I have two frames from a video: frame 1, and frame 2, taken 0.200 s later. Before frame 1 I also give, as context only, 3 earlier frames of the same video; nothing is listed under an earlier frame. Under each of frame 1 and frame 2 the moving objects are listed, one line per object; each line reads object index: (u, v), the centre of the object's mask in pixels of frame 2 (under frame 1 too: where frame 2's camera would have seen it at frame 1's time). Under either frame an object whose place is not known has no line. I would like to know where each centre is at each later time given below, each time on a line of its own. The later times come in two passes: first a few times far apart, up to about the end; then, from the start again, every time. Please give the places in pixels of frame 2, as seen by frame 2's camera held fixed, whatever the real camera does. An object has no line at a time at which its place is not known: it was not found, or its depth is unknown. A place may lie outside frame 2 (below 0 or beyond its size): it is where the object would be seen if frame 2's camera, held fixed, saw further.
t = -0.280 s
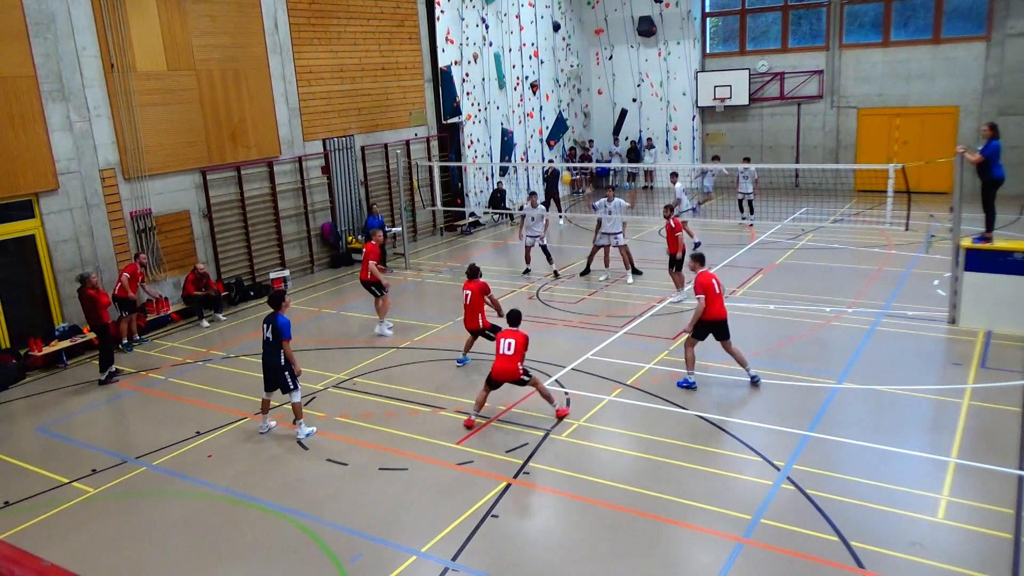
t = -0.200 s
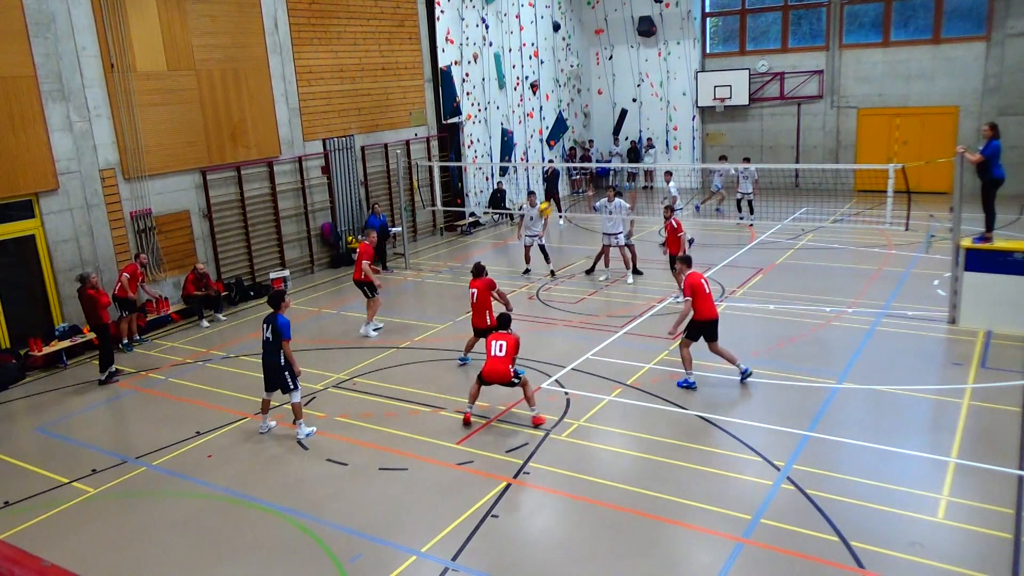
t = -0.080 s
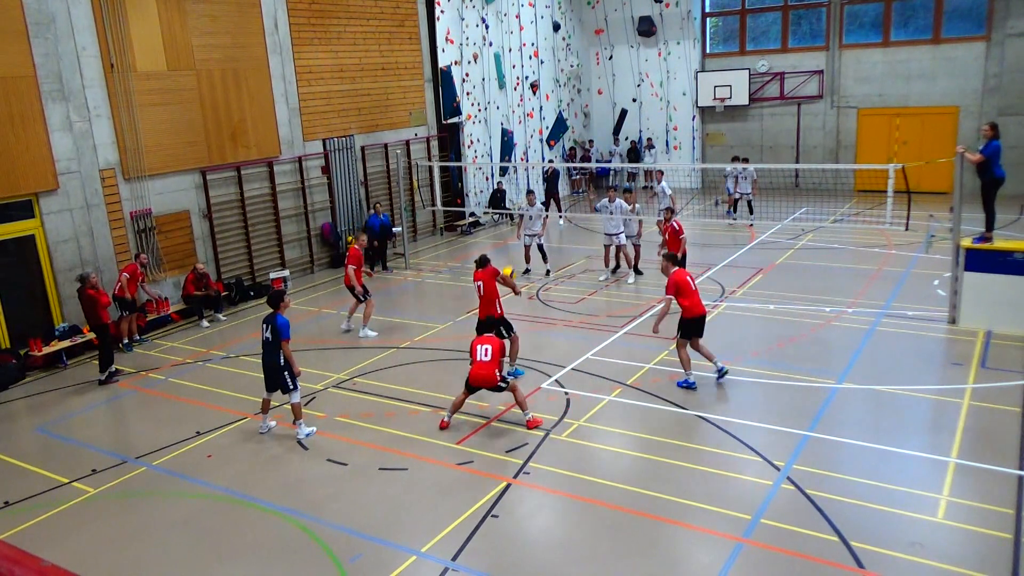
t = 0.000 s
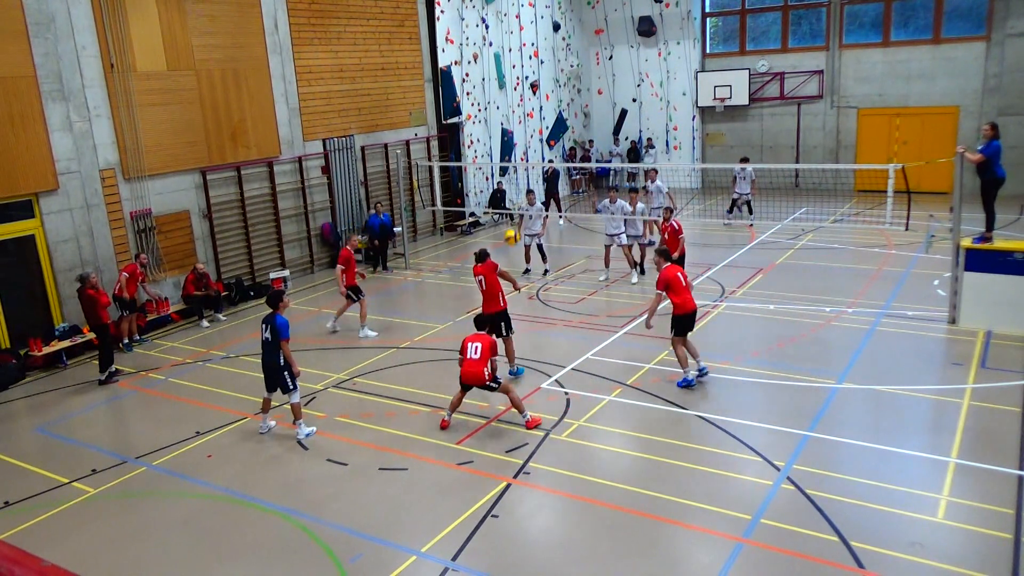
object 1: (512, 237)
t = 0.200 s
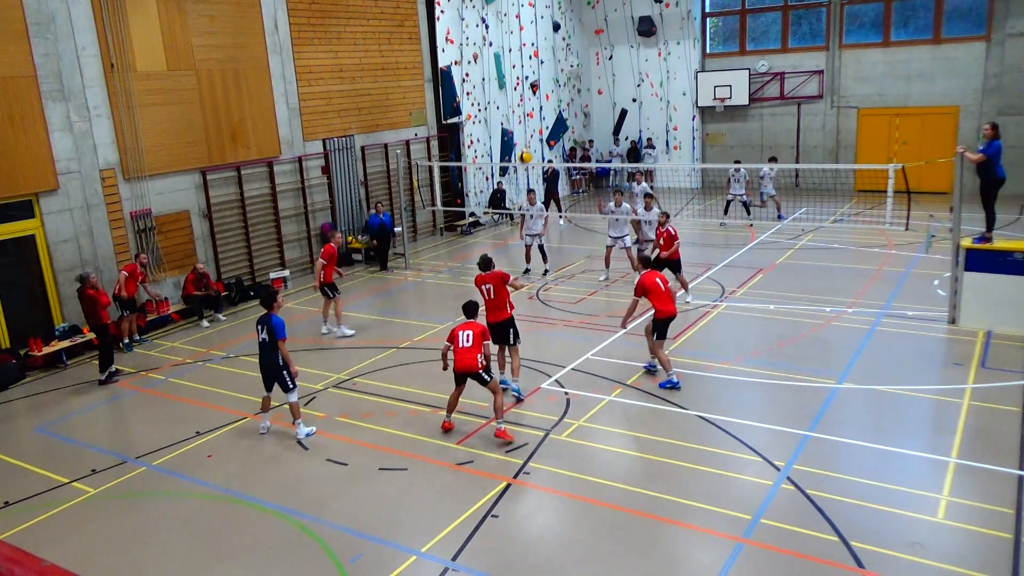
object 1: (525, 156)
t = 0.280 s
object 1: (530, 132)
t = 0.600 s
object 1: (552, 84)
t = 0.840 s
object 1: (568, 94)
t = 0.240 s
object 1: (528, 144)
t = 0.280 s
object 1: (530, 132)
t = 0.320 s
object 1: (533, 123)
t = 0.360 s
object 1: (535, 113)
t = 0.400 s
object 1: (538, 106)
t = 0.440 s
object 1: (541, 99)
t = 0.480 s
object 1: (543, 93)
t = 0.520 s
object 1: (546, 89)
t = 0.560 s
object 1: (548, 86)
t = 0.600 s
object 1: (552, 84)
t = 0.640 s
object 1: (553, 83)
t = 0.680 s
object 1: (557, 83)
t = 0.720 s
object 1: (559, 84)
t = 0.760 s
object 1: (561, 86)
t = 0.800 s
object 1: (565, 90)
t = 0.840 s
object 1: (568, 94)
